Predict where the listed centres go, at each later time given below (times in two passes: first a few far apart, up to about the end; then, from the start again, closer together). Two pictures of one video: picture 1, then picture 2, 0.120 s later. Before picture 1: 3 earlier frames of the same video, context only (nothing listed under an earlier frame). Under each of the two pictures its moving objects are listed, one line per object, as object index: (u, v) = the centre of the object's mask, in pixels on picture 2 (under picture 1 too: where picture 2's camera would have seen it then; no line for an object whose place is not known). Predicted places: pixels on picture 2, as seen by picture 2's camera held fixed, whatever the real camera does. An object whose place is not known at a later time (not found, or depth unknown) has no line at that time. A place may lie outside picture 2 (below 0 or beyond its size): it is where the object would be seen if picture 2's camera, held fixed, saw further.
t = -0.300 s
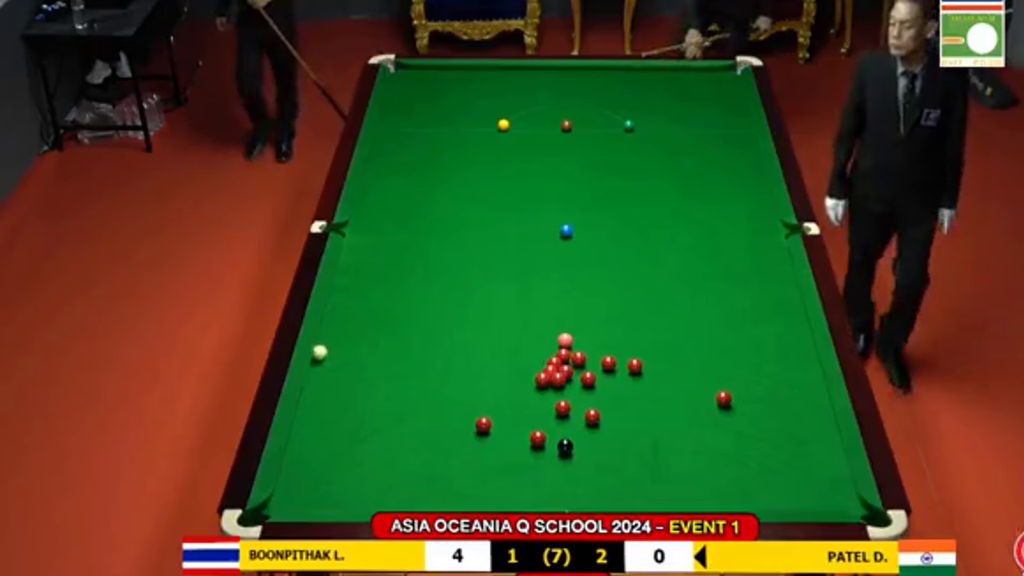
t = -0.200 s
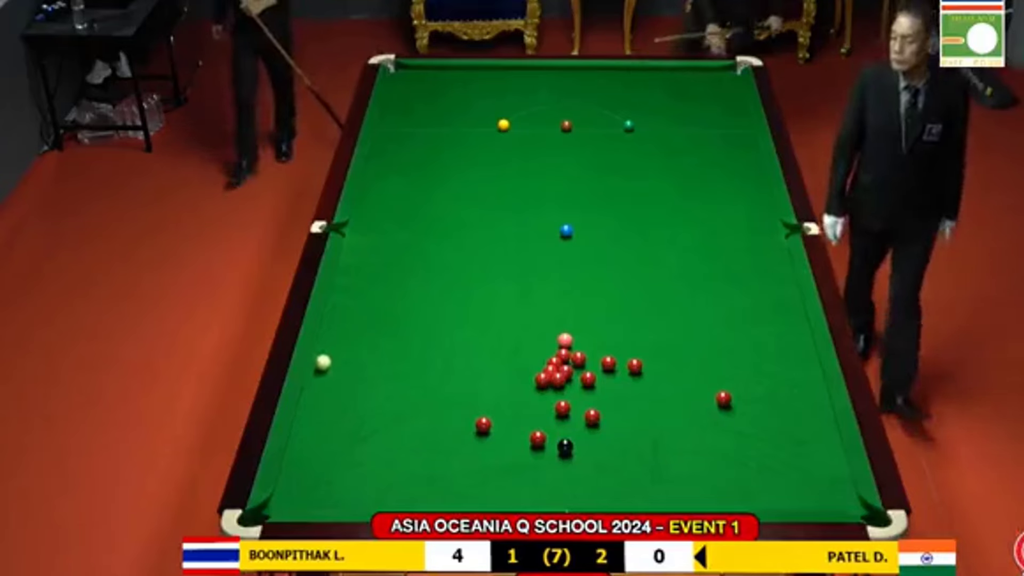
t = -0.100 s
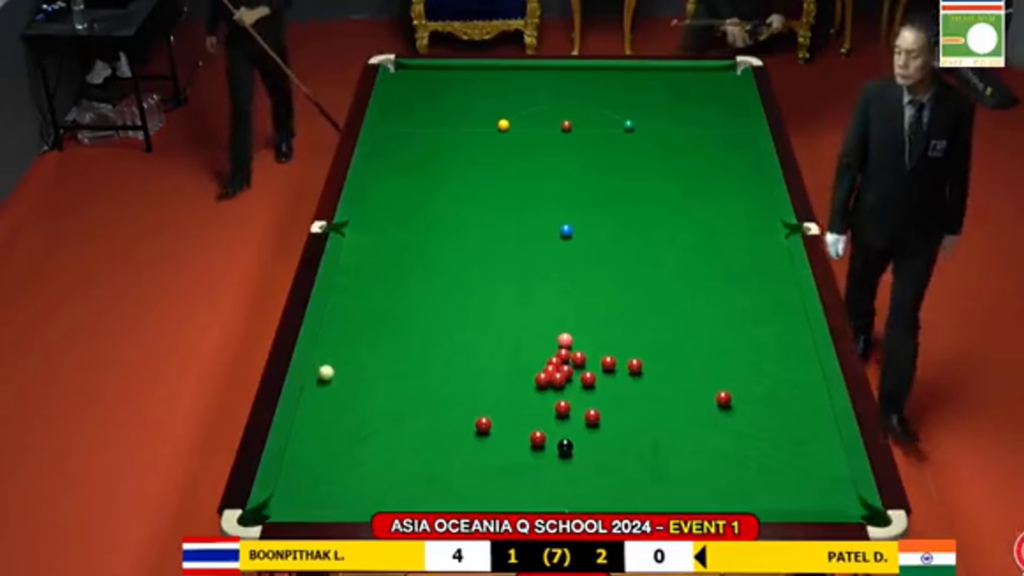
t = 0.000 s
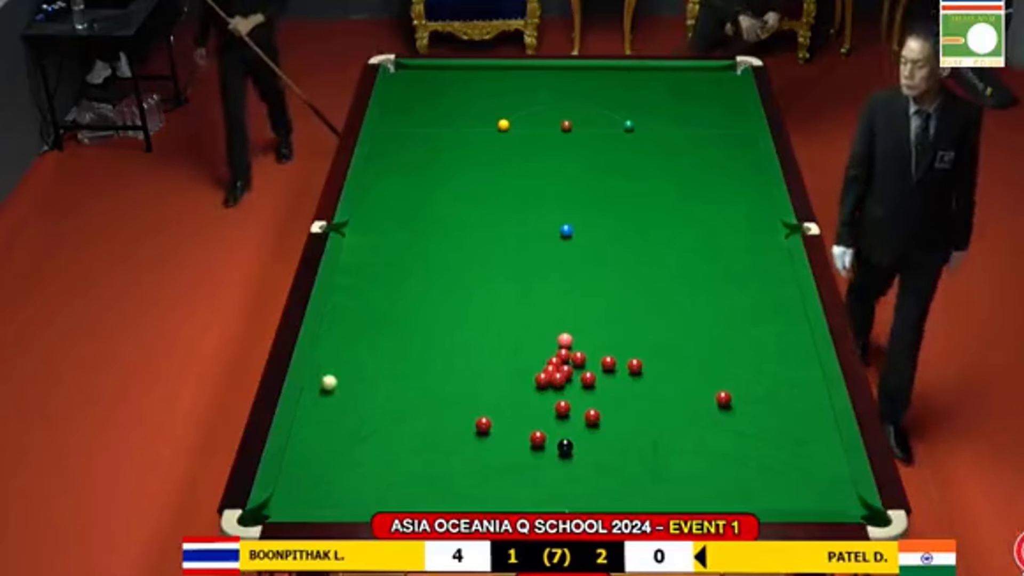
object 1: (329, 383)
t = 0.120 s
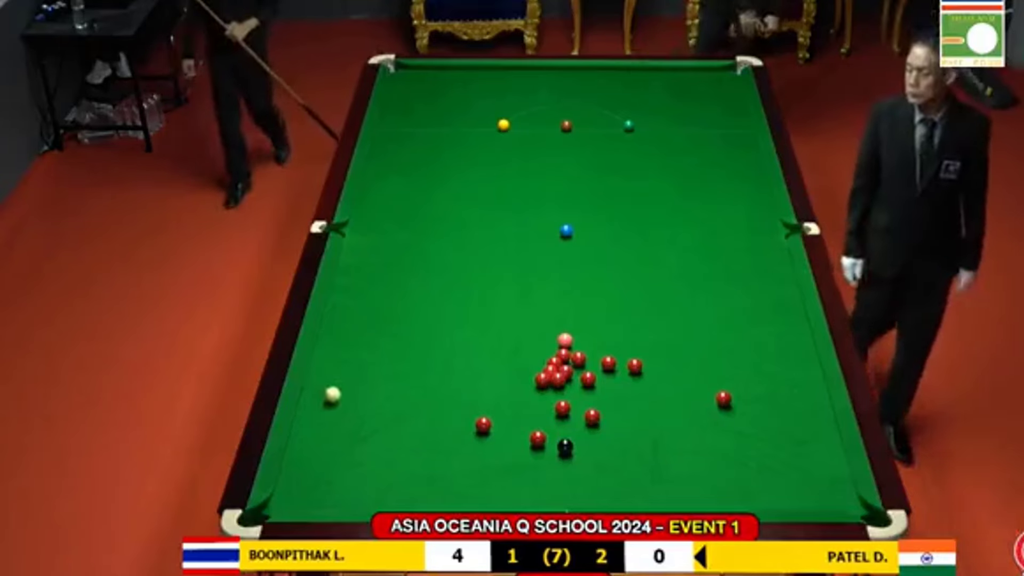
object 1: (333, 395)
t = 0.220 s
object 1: (335, 405)
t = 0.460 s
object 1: (343, 430)
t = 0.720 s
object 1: (351, 457)
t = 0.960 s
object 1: (359, 483)
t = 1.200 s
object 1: (367, 502)
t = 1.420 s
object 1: (379, 489)
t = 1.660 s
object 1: (391, 474)
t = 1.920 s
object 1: (403, 459)
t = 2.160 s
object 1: (413, 446)
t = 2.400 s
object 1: (423, 435)
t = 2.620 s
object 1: (431, 426)
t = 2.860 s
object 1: (438, 417)
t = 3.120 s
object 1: (446, 408)
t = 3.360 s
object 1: (452, 401)
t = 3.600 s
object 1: (457, 395)
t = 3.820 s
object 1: (461, 390)
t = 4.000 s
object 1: (464, 387)
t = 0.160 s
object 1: (334, 399)
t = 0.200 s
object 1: (335, 403)
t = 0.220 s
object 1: (335, 405)
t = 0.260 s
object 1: (336, 409)
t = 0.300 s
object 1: (338, 413)
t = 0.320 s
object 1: (338, 415)
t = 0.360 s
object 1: (340, 420)
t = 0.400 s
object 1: (341, 424)
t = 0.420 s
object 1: (342, 426)
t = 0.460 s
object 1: (343, 430)
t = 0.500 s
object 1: (344, 434)
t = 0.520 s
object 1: (345, 436)
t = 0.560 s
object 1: (346, 441)
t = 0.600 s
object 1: (347, 445)
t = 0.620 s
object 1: (348, 446)
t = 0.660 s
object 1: (349, 451)
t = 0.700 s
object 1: (351, 455)
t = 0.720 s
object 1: (351, 457)
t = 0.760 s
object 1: (352, 462)
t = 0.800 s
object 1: (354, 466)
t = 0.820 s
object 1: (354, 468)
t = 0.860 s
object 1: (355, 472)
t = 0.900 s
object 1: (357, 477)
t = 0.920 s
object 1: (357, 479)
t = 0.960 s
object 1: (359, 483)
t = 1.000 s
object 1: (360, 487)
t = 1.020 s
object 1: (361, 490)
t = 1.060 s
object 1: (362, 494)
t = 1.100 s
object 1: (363, 498)
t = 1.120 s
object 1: (364, 499)
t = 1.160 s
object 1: (365, 503)
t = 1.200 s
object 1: (367, 502)
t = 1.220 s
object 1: (368, 501)
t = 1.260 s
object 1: (371, 499)
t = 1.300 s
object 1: (373, 497)
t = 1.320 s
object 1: (374, 496)
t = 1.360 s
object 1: (376, 493)
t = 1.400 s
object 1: (378, 490)
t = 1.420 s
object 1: (379, 489)
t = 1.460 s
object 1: (381, 486)
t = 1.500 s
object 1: (383, 484)
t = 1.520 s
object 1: (384, 482)
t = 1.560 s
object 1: (386, 480)
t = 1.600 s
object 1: (388, 478)
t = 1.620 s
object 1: (390, 476)
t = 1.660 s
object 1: (391, 474)
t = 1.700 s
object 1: (394, 472)
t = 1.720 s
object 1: (394, 470)
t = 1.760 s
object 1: (396, 468)
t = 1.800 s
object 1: (398, 465)
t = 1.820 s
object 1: (399, 465)
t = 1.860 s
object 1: (401, 462)
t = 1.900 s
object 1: (403, 460)
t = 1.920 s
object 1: (403, 459)
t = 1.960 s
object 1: (405, 457)
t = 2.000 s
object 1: (407, 454)
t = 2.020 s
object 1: (408, 454)
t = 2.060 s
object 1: (410, 451)
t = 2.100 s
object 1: (411, 449)
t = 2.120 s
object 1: (412, 448)
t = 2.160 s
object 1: (413, 446)
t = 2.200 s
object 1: (415, 444)
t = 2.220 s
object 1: (416, 443)
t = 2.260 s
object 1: (418, 441)
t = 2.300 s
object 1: (419, 440)
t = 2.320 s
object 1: (420, 439)
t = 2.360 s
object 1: (421, 437)
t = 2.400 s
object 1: (423, 435)
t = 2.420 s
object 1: (424, 434)
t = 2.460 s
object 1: (425, 433)
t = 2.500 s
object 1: (427, 431)
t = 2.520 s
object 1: (428, 430)
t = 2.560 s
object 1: (429, 428)
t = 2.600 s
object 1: (430, 427)
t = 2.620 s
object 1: (431, 426)
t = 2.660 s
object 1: (432, 424)
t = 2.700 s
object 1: (433, 423)
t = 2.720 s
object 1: (434, 422)
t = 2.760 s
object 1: (435, 421)
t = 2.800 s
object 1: (437, 419)
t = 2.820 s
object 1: (437, 418)
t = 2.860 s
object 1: (438, 417)
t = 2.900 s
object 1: (440, 415)
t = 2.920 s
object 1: (440, 415)
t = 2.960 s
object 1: (441, 413)
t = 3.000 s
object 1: (443, 412)
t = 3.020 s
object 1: (443, 411)
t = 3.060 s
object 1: (444, 410)
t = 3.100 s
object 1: (445, 409)
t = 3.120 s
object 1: (446, 408)
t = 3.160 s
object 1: (447, 407)
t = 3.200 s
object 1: (448, 405)
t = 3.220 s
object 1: (448, 405)
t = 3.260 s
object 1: (449, 404)
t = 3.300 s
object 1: (450, 403)
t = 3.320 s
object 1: (451, 402)
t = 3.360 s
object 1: (452, 401)
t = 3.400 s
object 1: (453, 400)
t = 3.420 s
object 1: (453, 399)
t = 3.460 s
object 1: (454, 398)
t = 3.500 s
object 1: (455, 398)
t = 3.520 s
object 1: (455, 397)
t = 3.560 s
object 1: (456, 396)
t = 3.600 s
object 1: (457, 395)
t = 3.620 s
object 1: (457, 394)
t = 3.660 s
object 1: (458, 394)
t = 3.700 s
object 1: (459, 393)
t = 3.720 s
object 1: (459, 392)
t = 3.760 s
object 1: (460, 391)
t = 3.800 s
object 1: (460, 391)
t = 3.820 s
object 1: (461, 390)
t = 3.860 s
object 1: (462, 389)
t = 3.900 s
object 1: (462, 389)
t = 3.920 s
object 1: (463, 388)
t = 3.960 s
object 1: (463, 387)
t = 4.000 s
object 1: (464, 387)
